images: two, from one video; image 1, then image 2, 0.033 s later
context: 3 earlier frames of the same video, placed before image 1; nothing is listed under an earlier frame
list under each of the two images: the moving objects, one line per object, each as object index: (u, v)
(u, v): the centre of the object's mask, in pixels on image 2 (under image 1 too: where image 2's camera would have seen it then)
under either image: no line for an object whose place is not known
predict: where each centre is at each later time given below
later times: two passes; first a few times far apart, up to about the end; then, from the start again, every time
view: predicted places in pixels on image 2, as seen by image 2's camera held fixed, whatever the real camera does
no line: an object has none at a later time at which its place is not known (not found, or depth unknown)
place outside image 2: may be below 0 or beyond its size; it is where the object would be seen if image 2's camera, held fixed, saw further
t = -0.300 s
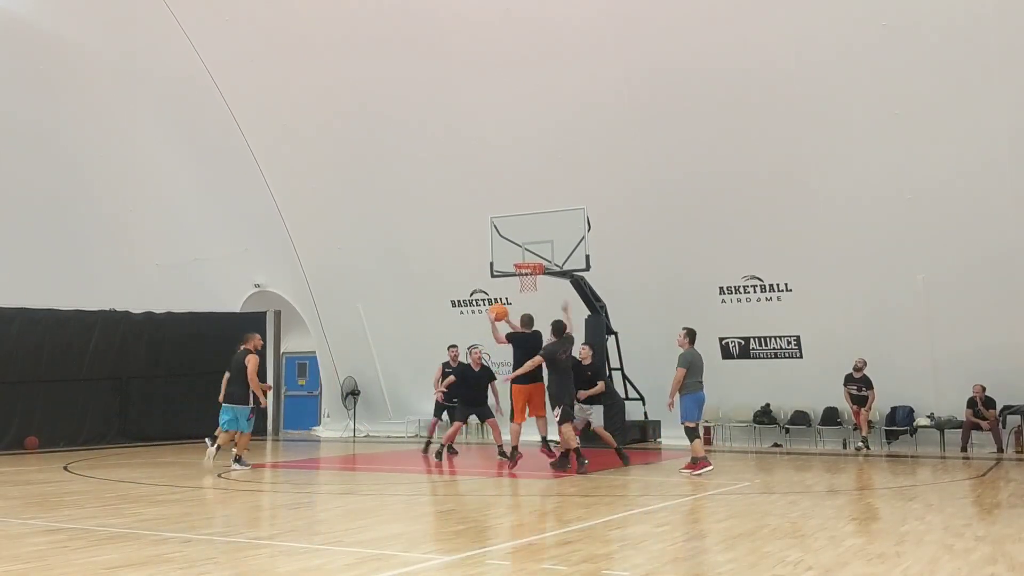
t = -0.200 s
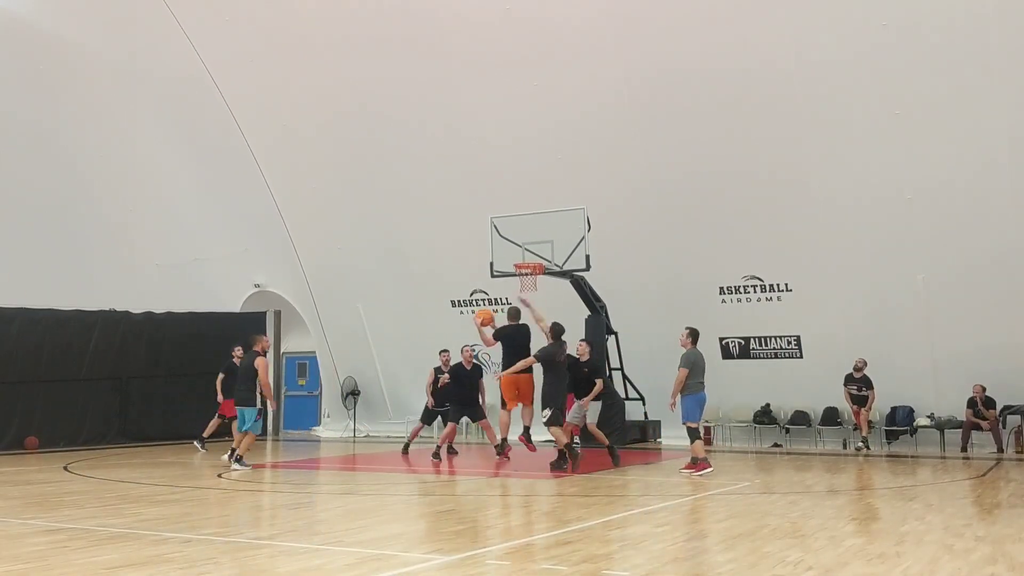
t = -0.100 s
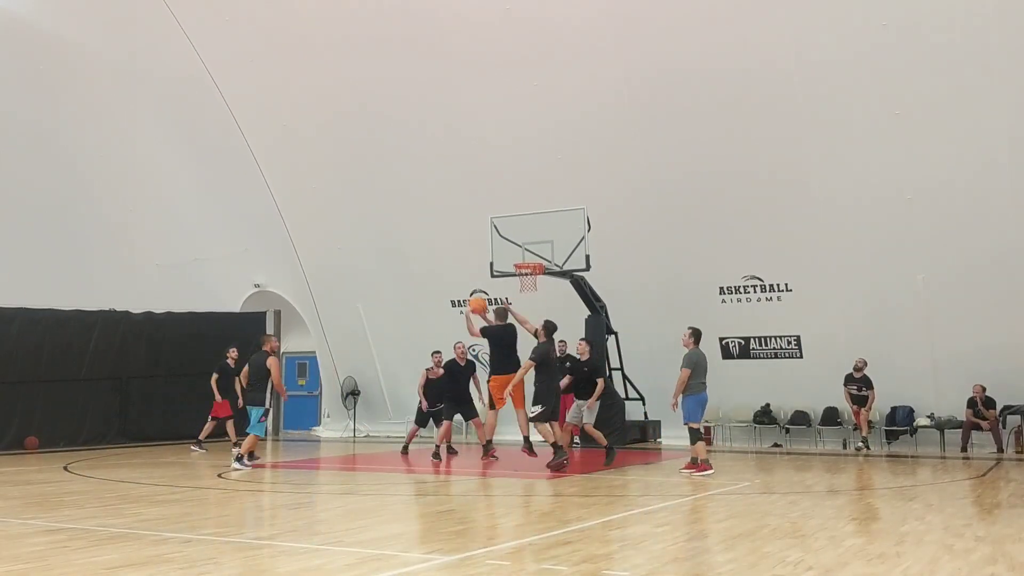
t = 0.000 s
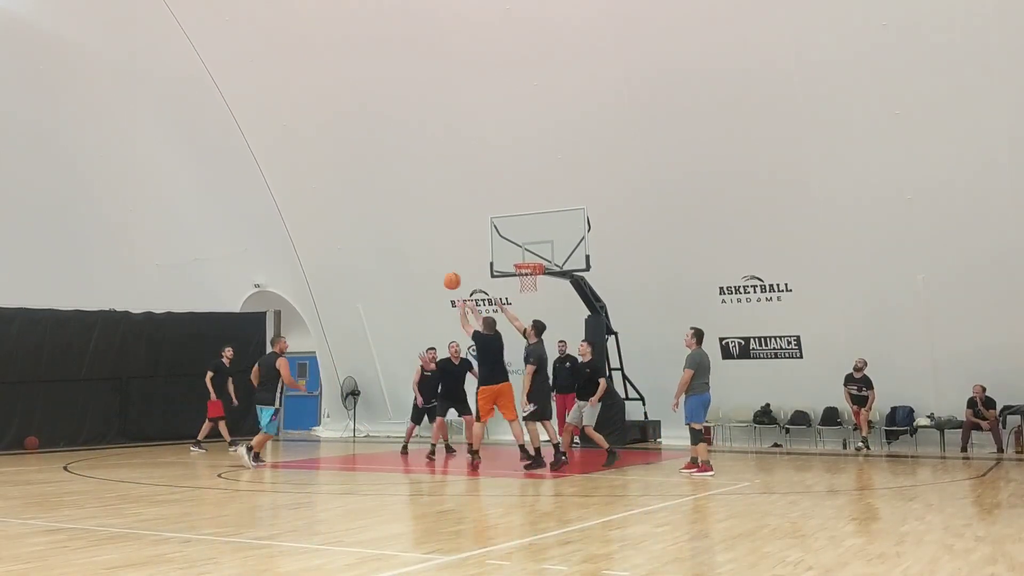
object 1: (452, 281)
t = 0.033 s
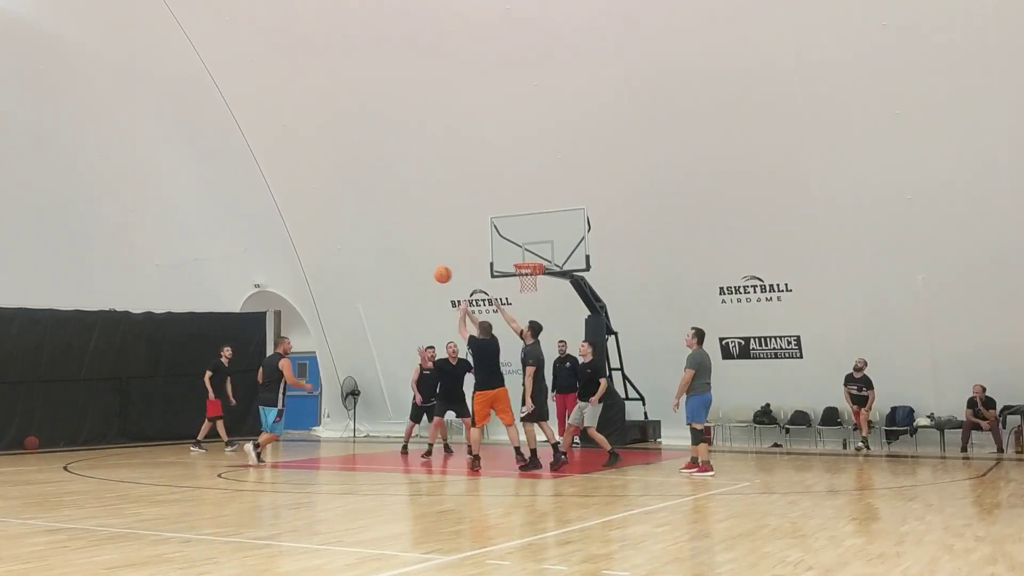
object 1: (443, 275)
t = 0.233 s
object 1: (391, 254)
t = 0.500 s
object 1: (334, 269)
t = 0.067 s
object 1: (433, 269)
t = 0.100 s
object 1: (424, 264)
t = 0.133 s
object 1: (416, 260)
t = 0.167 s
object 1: (407, 258)
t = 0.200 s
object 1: (400, 256)
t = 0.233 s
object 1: (391, 254)
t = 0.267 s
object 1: (383, 254)
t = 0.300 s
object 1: (376, 254)
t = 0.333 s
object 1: (368, 255)
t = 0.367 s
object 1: (361, 256)
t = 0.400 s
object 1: (354, 258)
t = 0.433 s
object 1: (347, 261)
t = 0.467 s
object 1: (340, 265)
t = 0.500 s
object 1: (334, 269)
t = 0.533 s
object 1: (327, 273)
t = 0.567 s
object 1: (320, 278)
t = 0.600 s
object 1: (314, 284)
